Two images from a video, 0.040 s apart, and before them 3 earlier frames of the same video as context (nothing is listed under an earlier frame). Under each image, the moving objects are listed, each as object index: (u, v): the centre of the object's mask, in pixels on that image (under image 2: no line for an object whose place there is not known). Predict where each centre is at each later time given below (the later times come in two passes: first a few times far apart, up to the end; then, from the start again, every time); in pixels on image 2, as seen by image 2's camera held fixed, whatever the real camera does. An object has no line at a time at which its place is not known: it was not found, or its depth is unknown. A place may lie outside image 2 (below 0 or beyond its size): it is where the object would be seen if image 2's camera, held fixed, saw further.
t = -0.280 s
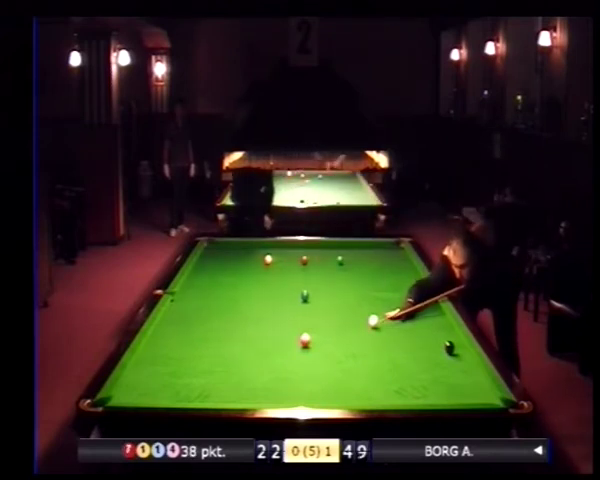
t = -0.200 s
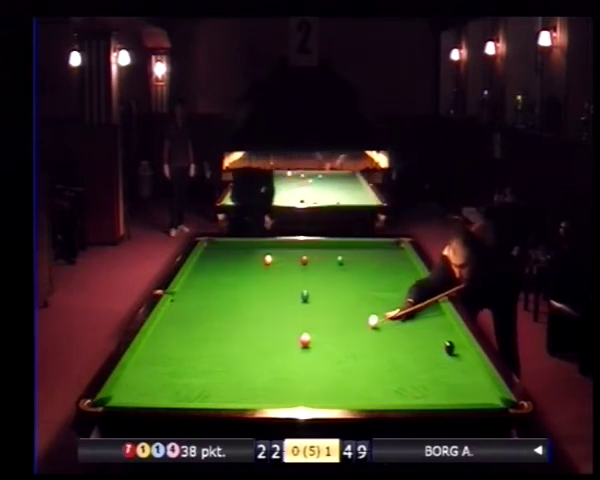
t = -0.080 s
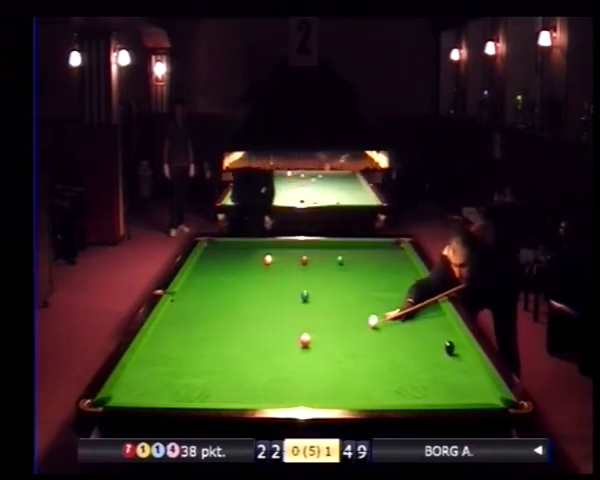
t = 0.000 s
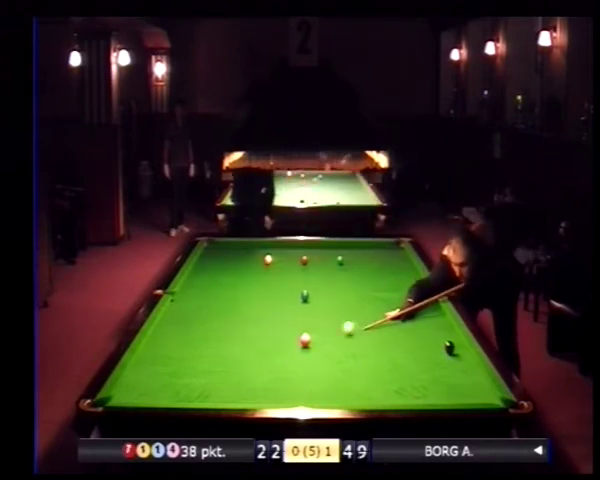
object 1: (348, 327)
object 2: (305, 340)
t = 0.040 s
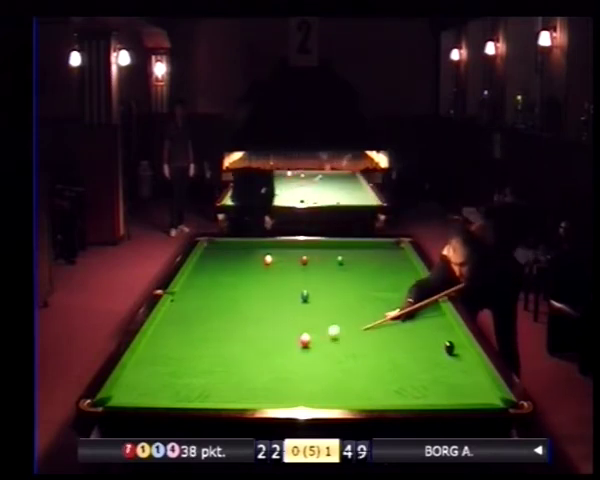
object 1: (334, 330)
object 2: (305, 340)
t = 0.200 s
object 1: (310, 334)
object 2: (272, 351)
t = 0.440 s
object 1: (315, 330)
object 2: (194, 375)
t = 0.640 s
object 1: (320, 327)
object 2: (130, 394)
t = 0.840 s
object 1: (324, 324)
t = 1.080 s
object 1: (329, 321)
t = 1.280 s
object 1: (333, 317)
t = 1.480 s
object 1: (336, 315)
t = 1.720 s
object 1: (339, 312)
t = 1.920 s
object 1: (341, 310)
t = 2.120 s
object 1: (343, 308)
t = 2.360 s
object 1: (345, 306)
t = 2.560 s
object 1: (347, 305)
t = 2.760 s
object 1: (349, 304)
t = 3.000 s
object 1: (350, 302)
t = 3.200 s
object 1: (351, 302)
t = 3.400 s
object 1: (352, 301)
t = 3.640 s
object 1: (353, 300)
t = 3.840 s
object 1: (354, 300)
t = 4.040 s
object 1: (354, 300)
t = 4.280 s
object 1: (354, 300)
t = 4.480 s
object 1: (355, 299)
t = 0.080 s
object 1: (319, 334)
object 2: (305, 340)
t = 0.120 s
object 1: (311, 336)
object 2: (298, 342)
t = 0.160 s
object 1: (310, 335)
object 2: (285, 346)
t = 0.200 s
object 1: (310, 334)
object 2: (272, 351)
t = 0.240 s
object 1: (310, 334)
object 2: (259, 354)
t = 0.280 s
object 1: (311, 333)
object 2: (246, 359)
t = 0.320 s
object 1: (312, 332)
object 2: (233, 363)
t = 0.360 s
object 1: (313, 331)
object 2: (220, 366)
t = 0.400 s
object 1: (314, 331)
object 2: (207, 371)
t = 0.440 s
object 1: (315, 330)
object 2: (194, 375)
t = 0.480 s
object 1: (316, 329)
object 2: (182, 380)
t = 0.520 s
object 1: (317, 329)
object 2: (169, 383)
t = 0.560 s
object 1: (318, 328)
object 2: (156, 388)
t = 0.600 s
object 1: (319, 328)
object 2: (143, 391)
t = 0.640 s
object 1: (320, 327)
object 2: (130, 394)
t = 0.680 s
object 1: (321, 326)
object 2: (116, 398)
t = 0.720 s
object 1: (322, 326)
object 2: (103, 403)
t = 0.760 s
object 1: (323, 325)
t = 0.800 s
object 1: (323, 325)
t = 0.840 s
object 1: (324, 324)
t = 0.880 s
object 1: (325, 323)
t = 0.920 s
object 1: (326, 323)
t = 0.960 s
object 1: (326, 322)
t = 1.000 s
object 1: (328, 322)
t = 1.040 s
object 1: (328, 321)
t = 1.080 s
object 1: (329, 321)
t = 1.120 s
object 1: (330, 320)
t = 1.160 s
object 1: (331, 319)
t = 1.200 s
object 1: (331, 319)
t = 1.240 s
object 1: (332, 318)
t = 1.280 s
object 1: (333, 317)
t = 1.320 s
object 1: (333, 317)
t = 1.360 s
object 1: (333, 317)
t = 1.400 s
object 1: (334, 316)
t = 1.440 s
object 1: (335, 316)
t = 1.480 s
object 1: (336, 315)
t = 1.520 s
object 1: (336, 315)
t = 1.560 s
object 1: (337, 314)
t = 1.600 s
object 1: (337, 314)
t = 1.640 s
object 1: (337, 313)
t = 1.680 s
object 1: (338, 313)
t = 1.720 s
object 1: (339, 312)
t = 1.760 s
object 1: (339, 312)
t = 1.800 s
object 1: (340, 311)
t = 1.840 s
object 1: (340, 311)
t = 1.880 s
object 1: (341, 310)
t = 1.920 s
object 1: (341, 310)
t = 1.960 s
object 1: (341, 310)
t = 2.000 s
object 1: (342, 309)
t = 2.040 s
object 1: (342, 309)
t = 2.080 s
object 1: (343, 309)
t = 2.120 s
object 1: (343, 308)
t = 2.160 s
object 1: (344, 308)
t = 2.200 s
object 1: (344, 308)
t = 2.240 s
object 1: (344, 307)
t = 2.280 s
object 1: (345, 307)
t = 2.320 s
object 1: (345, 307)
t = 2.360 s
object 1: (345, 306)
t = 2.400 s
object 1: (346, 306)
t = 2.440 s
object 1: (346, 306)
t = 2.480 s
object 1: (347, 305)
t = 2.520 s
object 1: (347, 305)
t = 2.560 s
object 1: (347, 305)
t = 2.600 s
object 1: (347, 305)
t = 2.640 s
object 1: (347, 305)
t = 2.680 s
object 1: (348, 304)
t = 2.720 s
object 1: (348, 304)
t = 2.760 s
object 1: (349, 304)
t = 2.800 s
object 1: (349, 303)
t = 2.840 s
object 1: (349, 303)
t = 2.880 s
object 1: (349, 303)
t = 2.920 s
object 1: (350, 303)
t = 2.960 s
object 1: (350, 303)
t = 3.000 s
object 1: (350, 302)
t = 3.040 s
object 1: (351, 302)
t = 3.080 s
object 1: (351, 302)
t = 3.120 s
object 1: (351, 302)
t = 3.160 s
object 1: (351, 302)
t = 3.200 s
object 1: (351, 302)
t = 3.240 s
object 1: (352, 302)
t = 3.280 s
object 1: (352, 301)
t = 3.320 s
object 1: (352, 301)
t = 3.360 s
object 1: (352, 301)
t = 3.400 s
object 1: (352, 301)
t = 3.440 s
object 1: (352, 301)
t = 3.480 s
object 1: (353, 301)
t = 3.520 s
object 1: (353, 301)
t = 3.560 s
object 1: (353, 300)
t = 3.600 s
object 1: (353, 300)
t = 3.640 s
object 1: (353, 300)
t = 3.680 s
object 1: (353, 300)
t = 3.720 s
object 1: (354, 300)
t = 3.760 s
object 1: (354, 300)
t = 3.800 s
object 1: (354, 300)
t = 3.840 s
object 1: (354, 300)
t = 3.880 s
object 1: (354, 300)
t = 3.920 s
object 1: (354, 300)
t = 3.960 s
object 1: (354, 300)
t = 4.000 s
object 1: (354, 300)
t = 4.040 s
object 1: (354, 300)
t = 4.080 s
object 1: (354, 300)
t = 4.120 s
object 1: (354, 300)
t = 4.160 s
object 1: (354, 300)
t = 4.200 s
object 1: (354, 300)
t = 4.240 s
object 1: (354, 300)
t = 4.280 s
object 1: (354, 300)
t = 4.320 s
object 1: (354, 299)
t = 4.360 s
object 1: (354, 299)
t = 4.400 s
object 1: (355, 299)
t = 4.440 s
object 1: (354, 299)
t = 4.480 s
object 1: (355, 299)
